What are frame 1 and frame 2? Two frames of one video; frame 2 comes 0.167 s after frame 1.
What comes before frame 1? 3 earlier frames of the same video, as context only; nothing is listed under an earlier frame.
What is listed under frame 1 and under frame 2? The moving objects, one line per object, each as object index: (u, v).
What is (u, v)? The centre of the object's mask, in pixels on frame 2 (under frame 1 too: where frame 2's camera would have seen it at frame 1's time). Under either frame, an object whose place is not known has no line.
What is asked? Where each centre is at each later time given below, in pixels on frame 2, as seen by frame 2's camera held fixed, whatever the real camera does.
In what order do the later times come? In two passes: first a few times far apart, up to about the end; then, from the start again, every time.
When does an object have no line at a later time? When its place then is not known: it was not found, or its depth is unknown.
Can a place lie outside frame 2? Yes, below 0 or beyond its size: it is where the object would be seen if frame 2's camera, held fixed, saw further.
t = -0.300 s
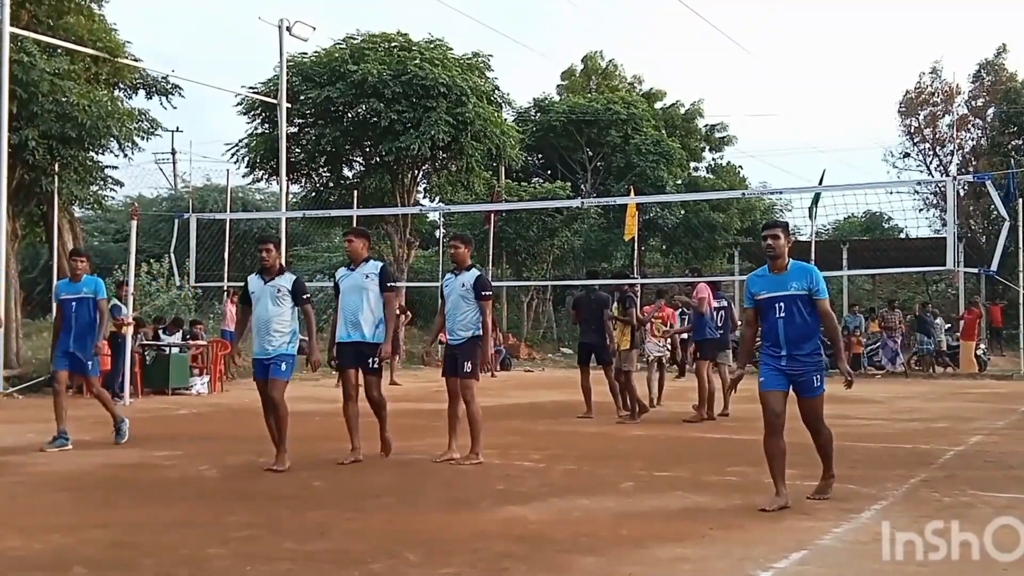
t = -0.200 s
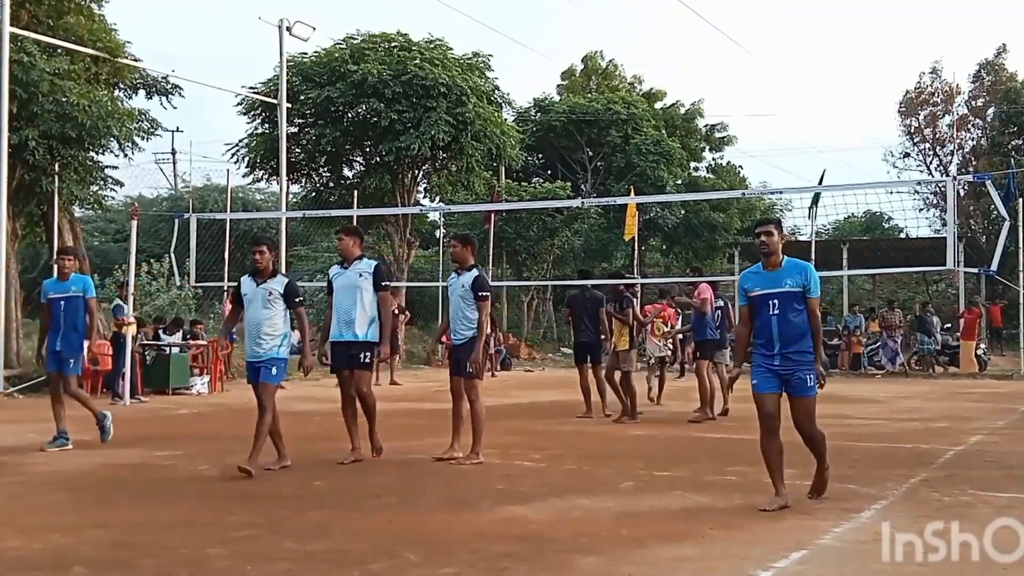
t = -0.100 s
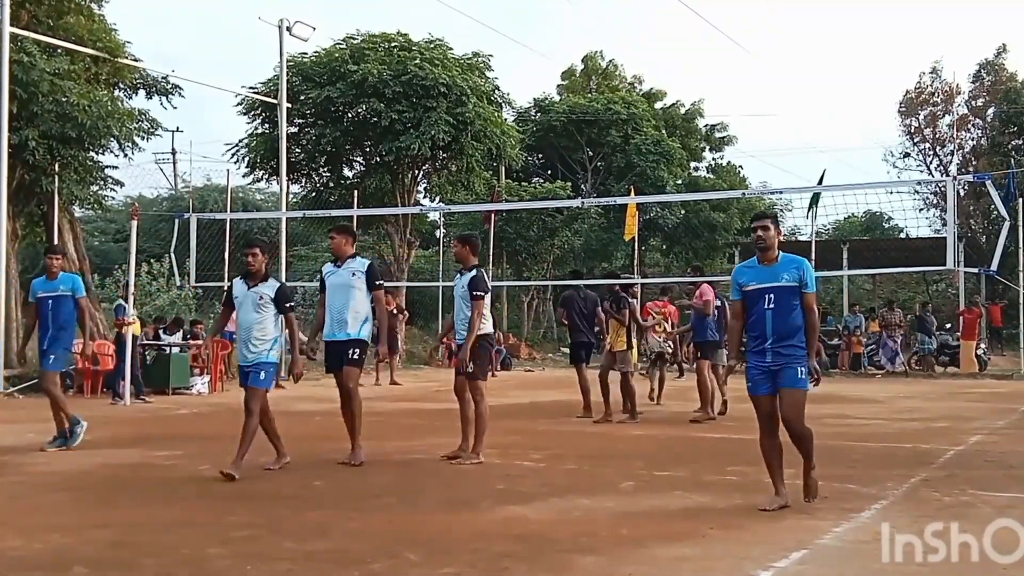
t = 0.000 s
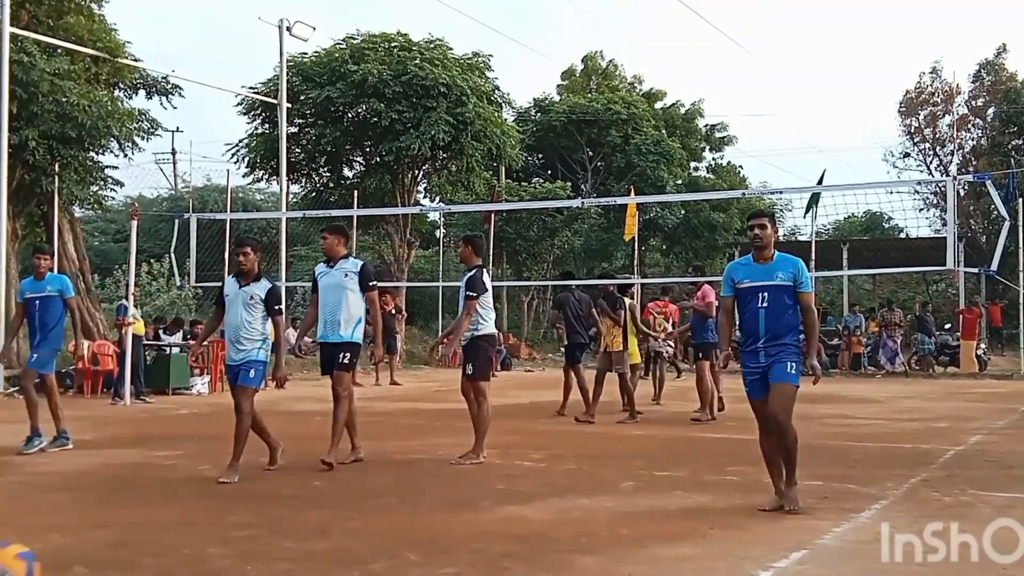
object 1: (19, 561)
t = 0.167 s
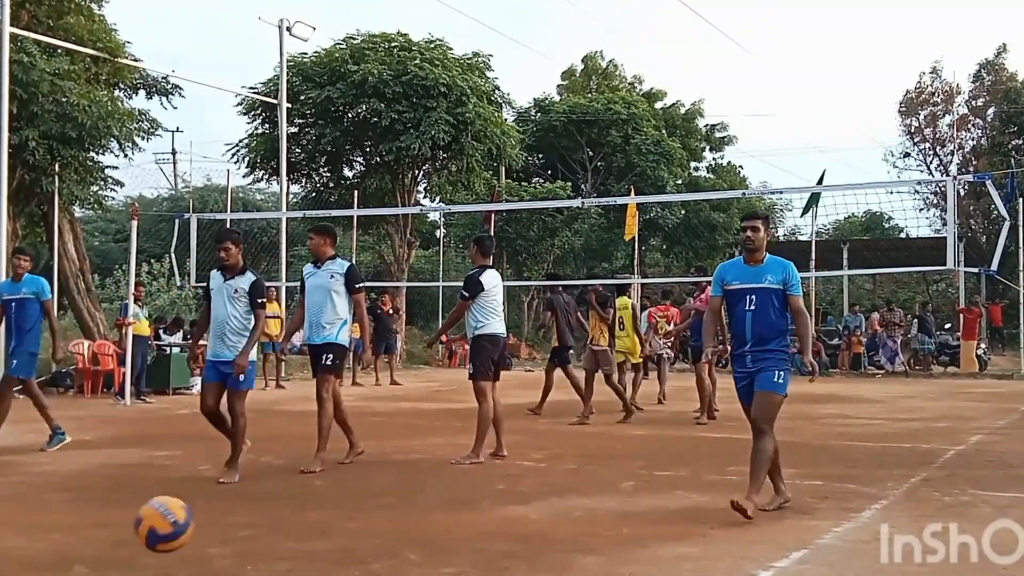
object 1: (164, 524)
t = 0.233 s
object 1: (214, 528)
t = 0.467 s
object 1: (356, 501)
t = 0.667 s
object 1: (445, 490)
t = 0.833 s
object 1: (505, 482)
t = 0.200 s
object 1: (190, 525)
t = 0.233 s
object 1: (214, 528)
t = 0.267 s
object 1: (238, 533)
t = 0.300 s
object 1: (260, 542)
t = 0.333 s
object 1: (281, 552)
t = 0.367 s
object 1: (301, 544)
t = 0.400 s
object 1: (319, 526)
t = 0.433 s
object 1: (338, 512)
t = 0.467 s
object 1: (356, 501)
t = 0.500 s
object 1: (373, 493)
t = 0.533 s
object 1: (388, 488)
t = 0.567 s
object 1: (402, 485)
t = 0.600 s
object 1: (417, 483)
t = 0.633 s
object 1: (432, 485)
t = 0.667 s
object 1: (445, 490)
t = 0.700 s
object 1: (458, 495)
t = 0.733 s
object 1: (469, 503)
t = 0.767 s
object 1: (482, 503)
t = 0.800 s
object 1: (493, 491)
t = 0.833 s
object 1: (505, 482)
